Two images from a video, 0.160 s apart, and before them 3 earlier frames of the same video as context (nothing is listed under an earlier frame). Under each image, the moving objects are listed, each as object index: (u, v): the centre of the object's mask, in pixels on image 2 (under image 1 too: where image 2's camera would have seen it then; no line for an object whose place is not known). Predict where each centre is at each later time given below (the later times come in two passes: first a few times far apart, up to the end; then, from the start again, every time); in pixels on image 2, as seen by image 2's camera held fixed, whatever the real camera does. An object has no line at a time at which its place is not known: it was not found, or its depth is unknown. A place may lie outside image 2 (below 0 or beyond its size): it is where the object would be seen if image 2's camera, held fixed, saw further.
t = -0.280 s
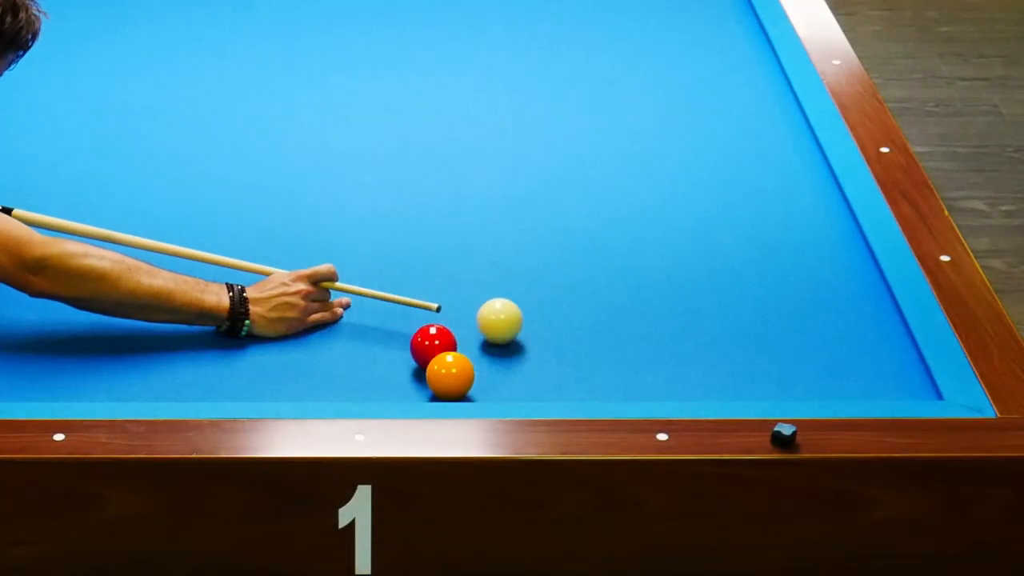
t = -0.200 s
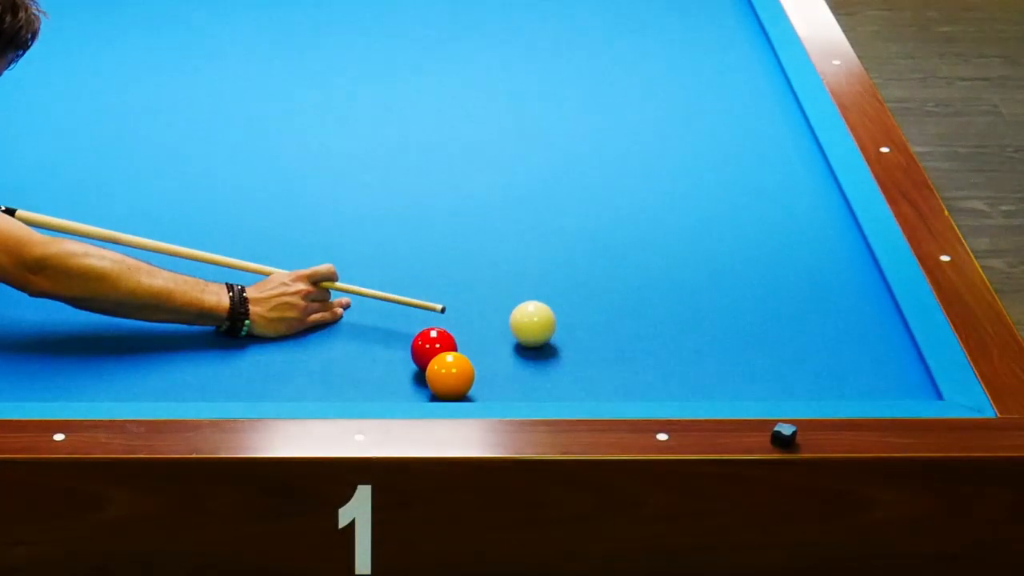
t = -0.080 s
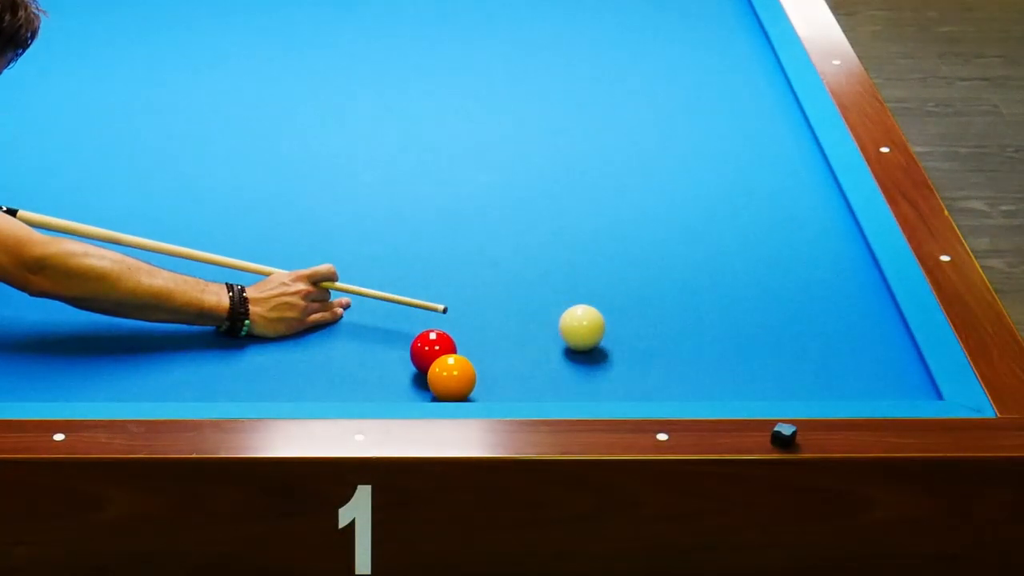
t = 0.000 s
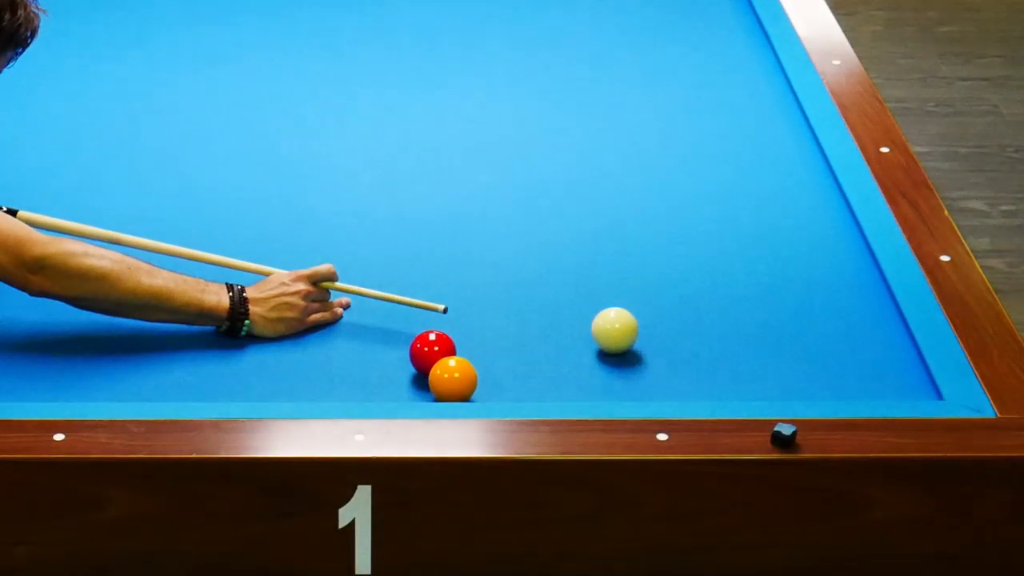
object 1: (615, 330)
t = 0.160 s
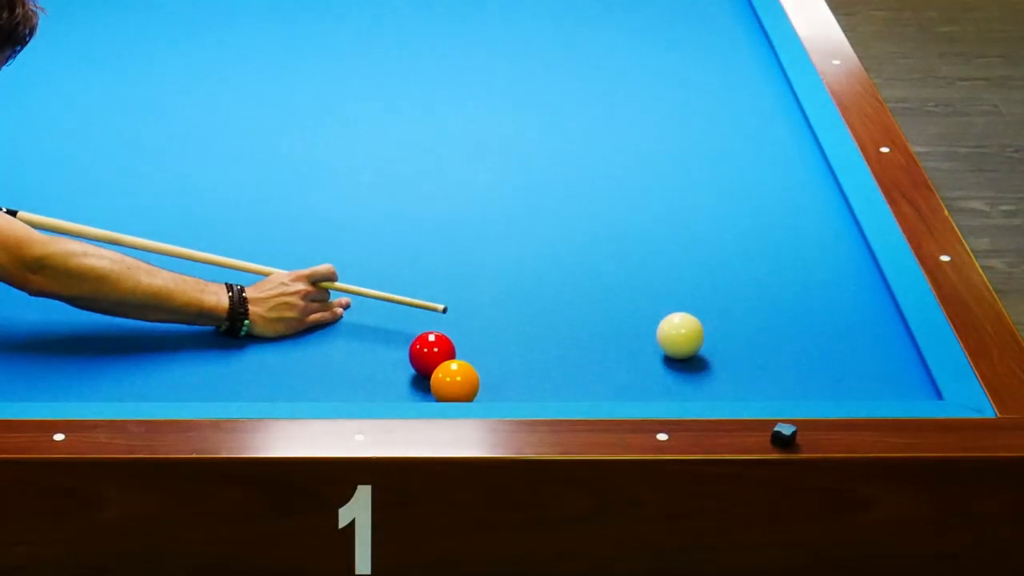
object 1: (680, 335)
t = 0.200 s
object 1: (696, 337)
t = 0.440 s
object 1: (794, 344)
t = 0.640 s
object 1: (874, 351)
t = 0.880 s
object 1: (854, 356)
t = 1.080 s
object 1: (812, 361)
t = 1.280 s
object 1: (770, 365)
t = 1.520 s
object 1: (722, 369)
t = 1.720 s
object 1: (683, 373)
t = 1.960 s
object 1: (639, 376)
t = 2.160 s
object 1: (602, 378)
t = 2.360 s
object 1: (568, 380)
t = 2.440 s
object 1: (554, 381)
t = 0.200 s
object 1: (696, 337)
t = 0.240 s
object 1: (712, 338)
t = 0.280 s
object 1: (729, 339)
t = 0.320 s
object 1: (745, 340)
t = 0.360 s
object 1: (761, 342)
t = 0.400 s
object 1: (777, 343)
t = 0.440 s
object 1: (794, 344)
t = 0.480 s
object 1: (809, 346)
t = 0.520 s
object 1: (826, 347)
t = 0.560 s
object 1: (842, 348)
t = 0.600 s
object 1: (858, 349)
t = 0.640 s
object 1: (874, 351)
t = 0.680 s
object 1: (890, 352)
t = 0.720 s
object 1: (891, 353)
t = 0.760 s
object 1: (880, 354)
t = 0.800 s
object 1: (871, 355)
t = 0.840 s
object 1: (863, 356)
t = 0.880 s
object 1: (854, 356)
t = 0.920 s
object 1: (846, 357)
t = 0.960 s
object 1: (837, 358)
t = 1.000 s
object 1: (829, 359)
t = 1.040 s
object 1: (820, 360)
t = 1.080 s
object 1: (812, 361)
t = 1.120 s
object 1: (803, 361)
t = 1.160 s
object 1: (795, 362)
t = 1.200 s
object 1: (787, 363)
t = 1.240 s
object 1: (779, 364)
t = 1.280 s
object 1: (770, 365)
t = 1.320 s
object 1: (762, 365)
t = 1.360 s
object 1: (754, 366)
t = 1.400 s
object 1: (746, 367)
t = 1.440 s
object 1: (738, 368)
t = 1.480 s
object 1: (730, 368)
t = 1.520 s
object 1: (722, 369)
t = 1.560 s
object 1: (715, 370)
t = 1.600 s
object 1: (707, 371)
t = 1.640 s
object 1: (699, 371)
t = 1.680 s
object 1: (691, 372)
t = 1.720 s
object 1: (683, 373)
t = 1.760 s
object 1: (676, 374)
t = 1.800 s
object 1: (668, 374)
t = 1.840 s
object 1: (661, 375)
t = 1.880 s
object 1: (654, 375)
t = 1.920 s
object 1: (646, 376)
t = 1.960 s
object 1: (639, 376)
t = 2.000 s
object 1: (631, 377)
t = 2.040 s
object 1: (624, 377)
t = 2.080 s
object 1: (617, 378)
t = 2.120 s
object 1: (610, 378)
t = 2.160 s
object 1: (602, 378)
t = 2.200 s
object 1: (595, 379)
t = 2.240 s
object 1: (588, 379)
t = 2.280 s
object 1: (581, 380)
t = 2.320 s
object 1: (574, 380)
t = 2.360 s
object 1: (568, 380)
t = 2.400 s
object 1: (561, 381)
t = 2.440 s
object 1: (554, 381)
